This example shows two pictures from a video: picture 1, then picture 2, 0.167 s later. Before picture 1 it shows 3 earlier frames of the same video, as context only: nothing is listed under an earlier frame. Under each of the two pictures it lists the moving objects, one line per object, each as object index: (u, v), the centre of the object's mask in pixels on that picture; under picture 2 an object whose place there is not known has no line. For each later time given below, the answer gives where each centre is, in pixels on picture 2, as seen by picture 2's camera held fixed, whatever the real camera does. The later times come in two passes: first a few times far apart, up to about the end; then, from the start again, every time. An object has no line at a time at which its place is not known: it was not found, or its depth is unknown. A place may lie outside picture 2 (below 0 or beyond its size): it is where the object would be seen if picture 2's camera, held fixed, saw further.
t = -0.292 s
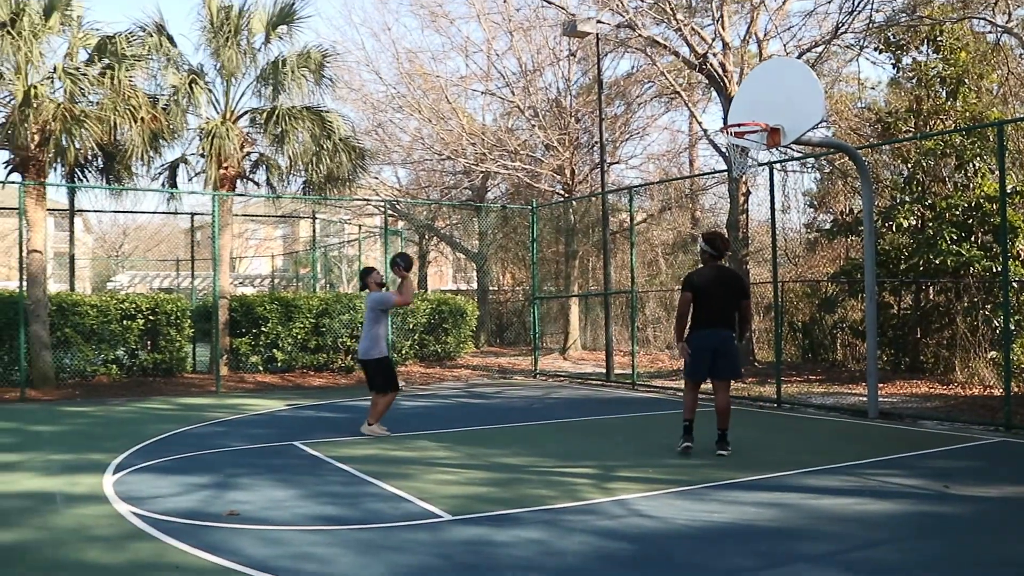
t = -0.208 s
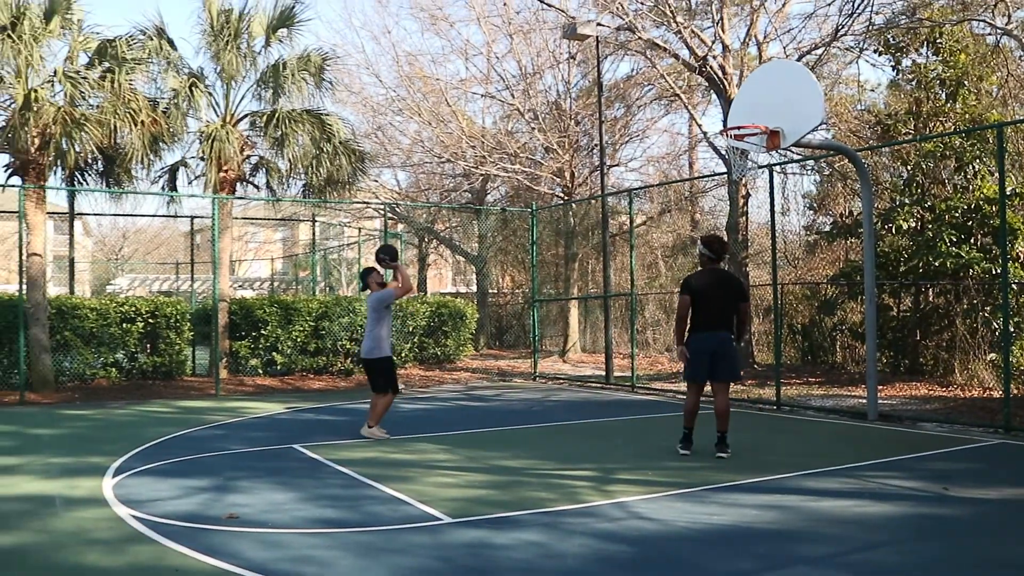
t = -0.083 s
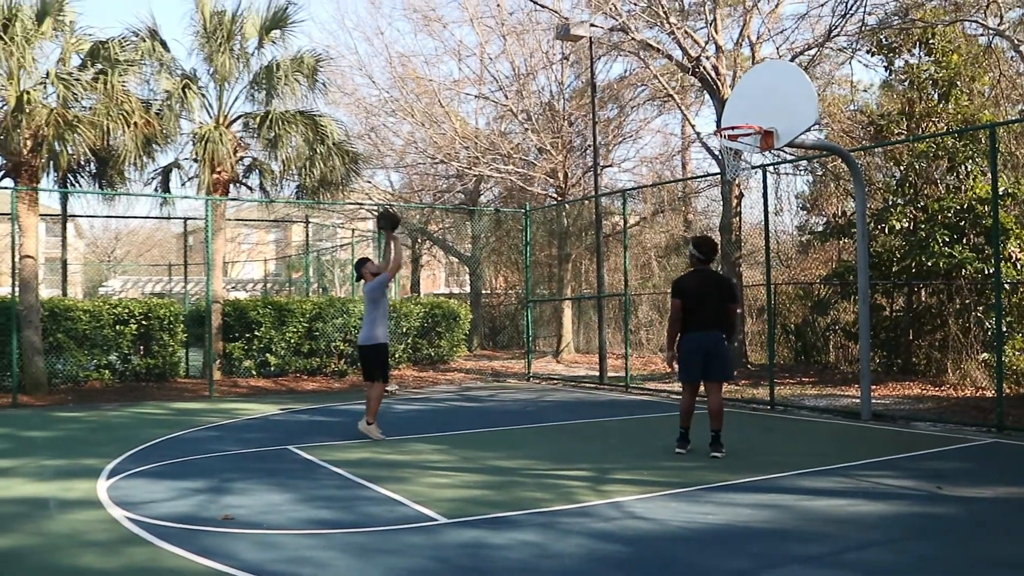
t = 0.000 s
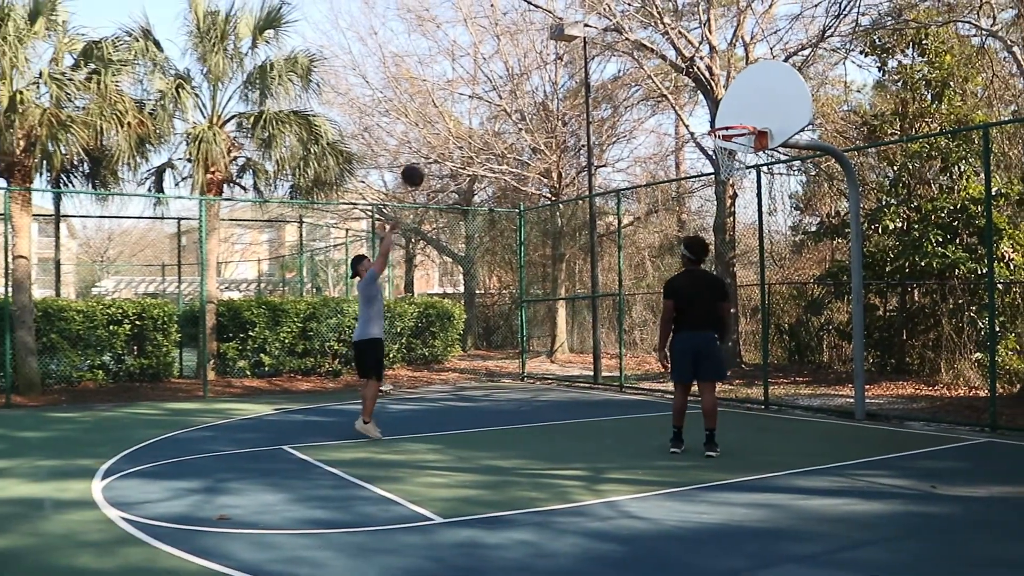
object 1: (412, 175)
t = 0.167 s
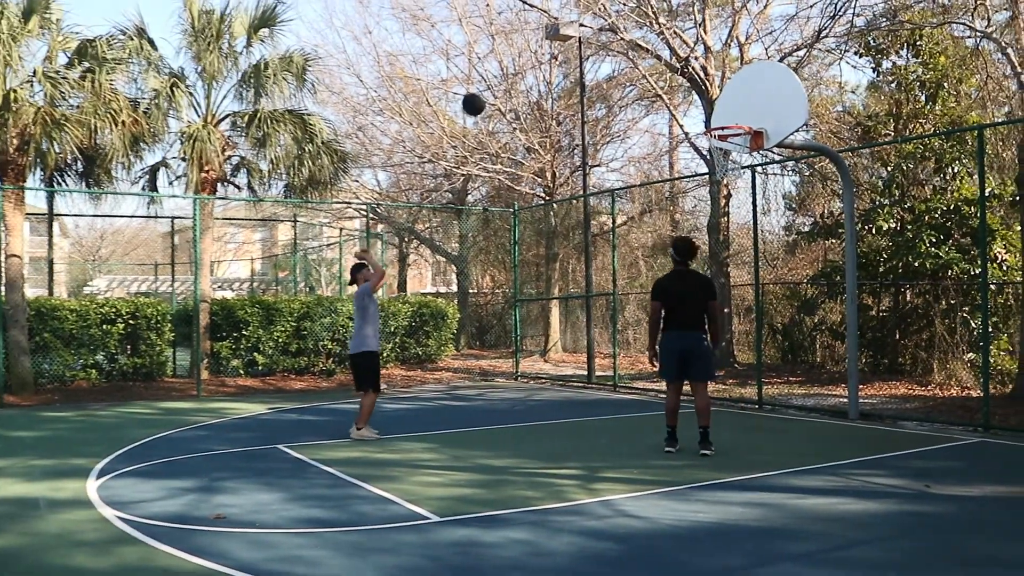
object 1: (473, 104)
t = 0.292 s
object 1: (523, 70)
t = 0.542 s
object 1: (620, 46)
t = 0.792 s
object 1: (718, 80)
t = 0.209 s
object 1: (489, 91)
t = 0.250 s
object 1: (506, 80)
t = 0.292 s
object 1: (523, 70)
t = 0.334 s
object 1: (539, 61)
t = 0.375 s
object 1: (555, 55)
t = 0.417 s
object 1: (571, 50)
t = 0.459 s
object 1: (588, 47)
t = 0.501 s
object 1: (604, 46)
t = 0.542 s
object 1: (620, 46)
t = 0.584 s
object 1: (637, 48)
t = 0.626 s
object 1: (653, 51)
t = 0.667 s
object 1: (668, 55)
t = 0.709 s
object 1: (685, 62)
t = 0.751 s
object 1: (701, 70)
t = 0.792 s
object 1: (718, 80)
